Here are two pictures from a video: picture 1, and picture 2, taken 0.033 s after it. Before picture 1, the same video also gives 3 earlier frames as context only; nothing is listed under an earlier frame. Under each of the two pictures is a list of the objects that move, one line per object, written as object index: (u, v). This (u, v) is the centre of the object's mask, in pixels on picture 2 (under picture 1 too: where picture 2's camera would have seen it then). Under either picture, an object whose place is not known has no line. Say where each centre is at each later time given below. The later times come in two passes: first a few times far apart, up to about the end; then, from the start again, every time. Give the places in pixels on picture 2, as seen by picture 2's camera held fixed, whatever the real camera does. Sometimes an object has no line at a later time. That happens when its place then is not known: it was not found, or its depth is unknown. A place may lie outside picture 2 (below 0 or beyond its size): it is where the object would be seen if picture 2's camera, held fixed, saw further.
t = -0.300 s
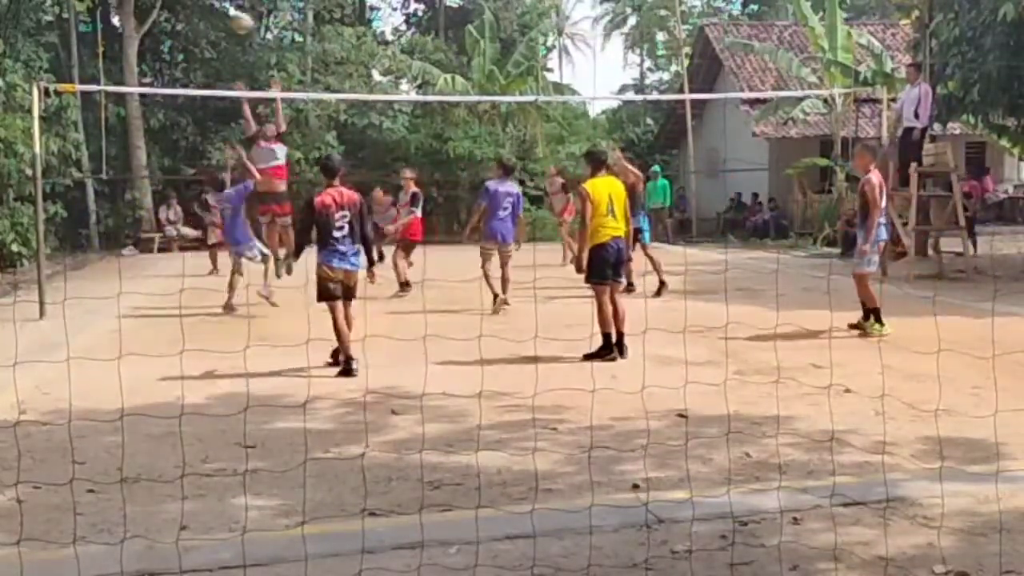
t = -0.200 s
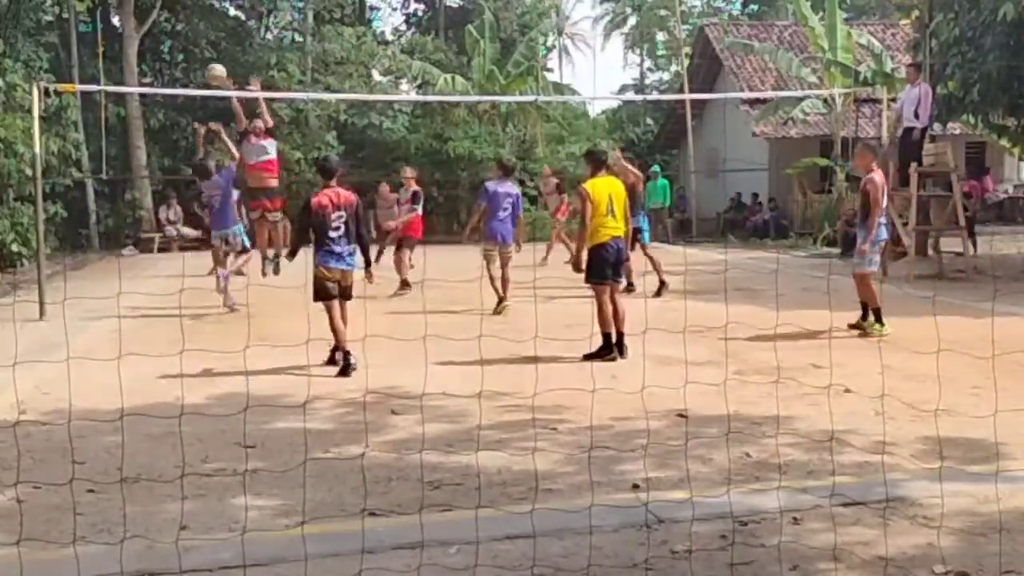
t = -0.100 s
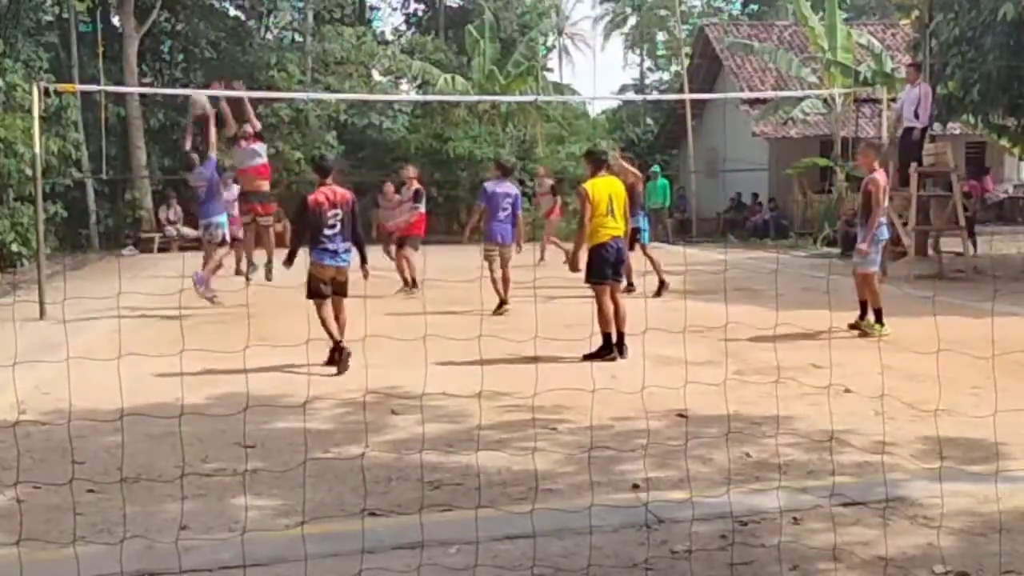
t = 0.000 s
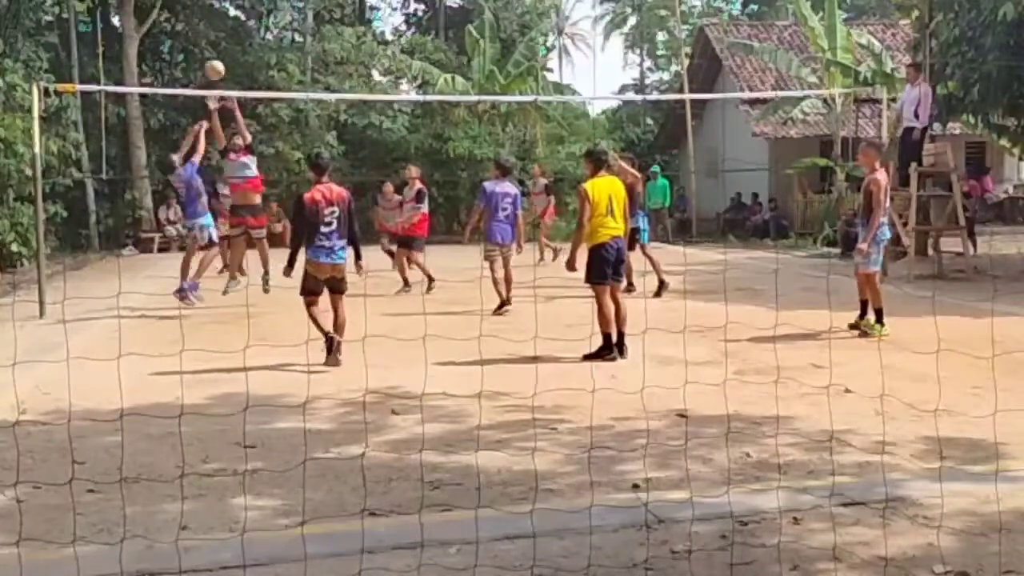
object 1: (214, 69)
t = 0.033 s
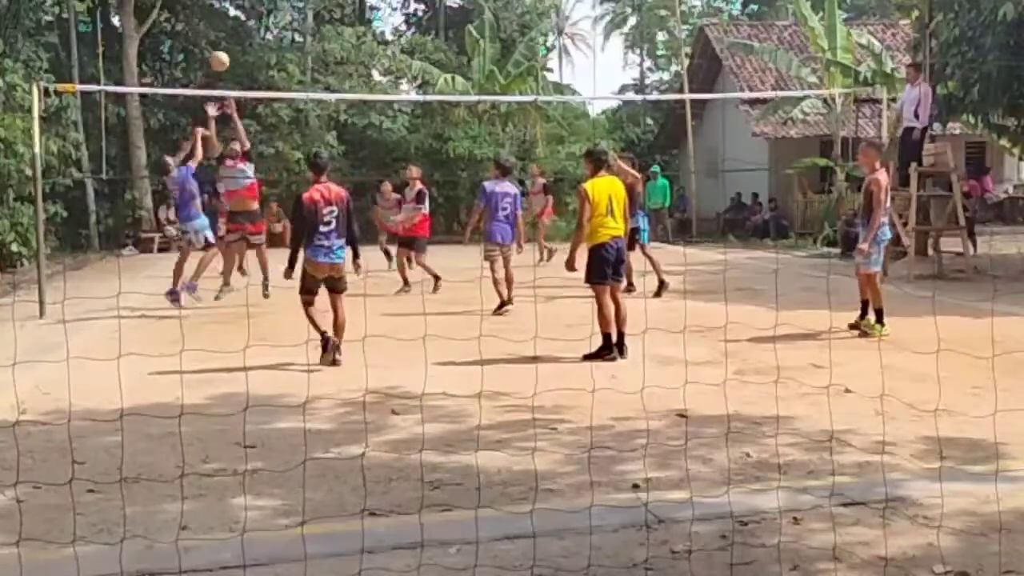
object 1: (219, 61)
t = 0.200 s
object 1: (243, 34)
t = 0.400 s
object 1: (270, 35)
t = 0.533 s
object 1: (288, 55)
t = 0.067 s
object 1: (224, 53)
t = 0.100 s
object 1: (228, 46)
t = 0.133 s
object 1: (234, 41)
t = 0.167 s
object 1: (239, 37)
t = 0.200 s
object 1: (243, 34)
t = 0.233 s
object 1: (248, 33)
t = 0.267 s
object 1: (252, 31)
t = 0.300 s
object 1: (257, 31)
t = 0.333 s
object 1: (263, 32)
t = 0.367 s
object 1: (266, 33)
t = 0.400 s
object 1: (270, 35)
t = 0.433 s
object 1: (275, 40)
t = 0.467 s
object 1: (278, 43)
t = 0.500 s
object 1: (283, 48)
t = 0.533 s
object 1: (288, 55)
